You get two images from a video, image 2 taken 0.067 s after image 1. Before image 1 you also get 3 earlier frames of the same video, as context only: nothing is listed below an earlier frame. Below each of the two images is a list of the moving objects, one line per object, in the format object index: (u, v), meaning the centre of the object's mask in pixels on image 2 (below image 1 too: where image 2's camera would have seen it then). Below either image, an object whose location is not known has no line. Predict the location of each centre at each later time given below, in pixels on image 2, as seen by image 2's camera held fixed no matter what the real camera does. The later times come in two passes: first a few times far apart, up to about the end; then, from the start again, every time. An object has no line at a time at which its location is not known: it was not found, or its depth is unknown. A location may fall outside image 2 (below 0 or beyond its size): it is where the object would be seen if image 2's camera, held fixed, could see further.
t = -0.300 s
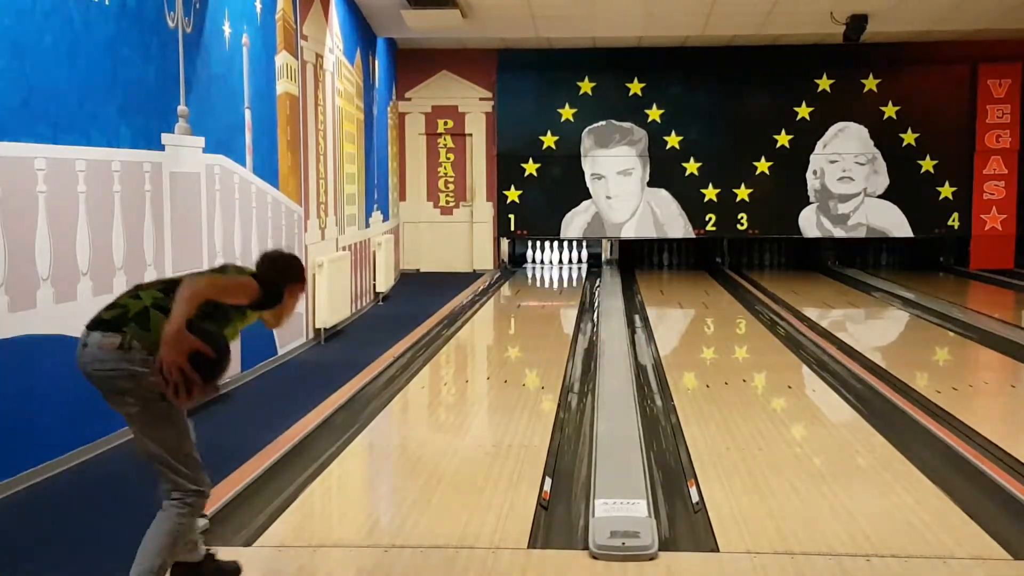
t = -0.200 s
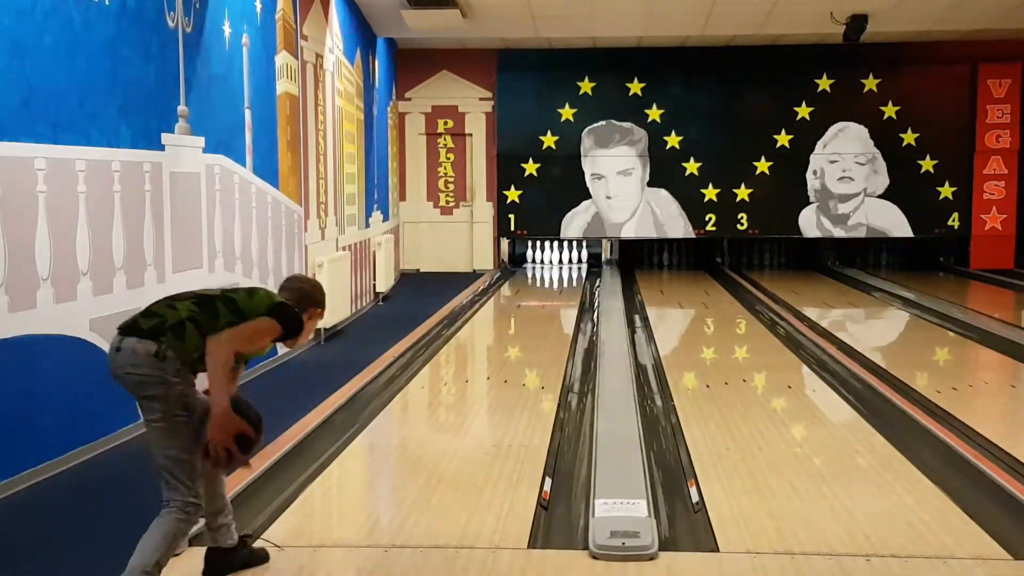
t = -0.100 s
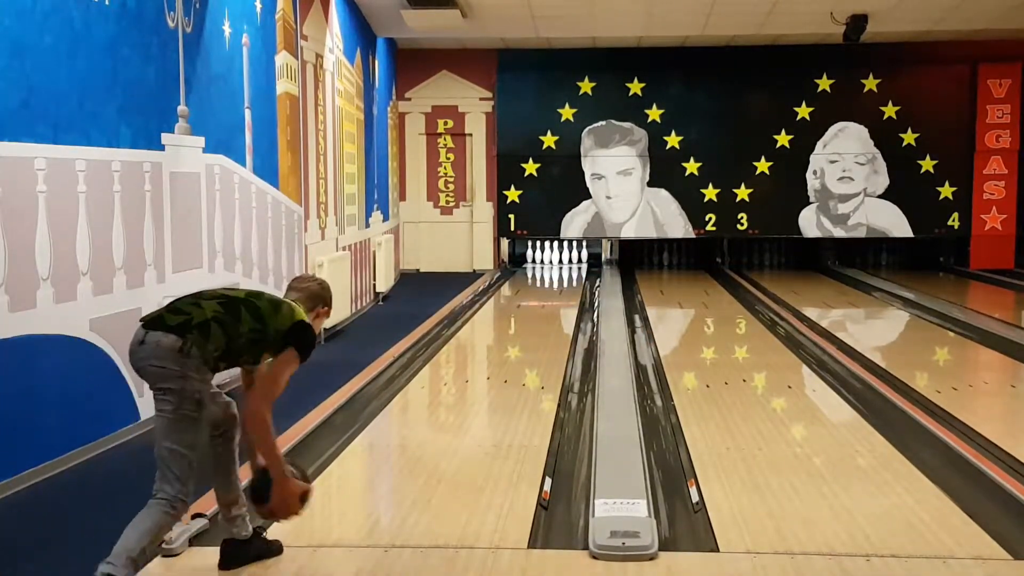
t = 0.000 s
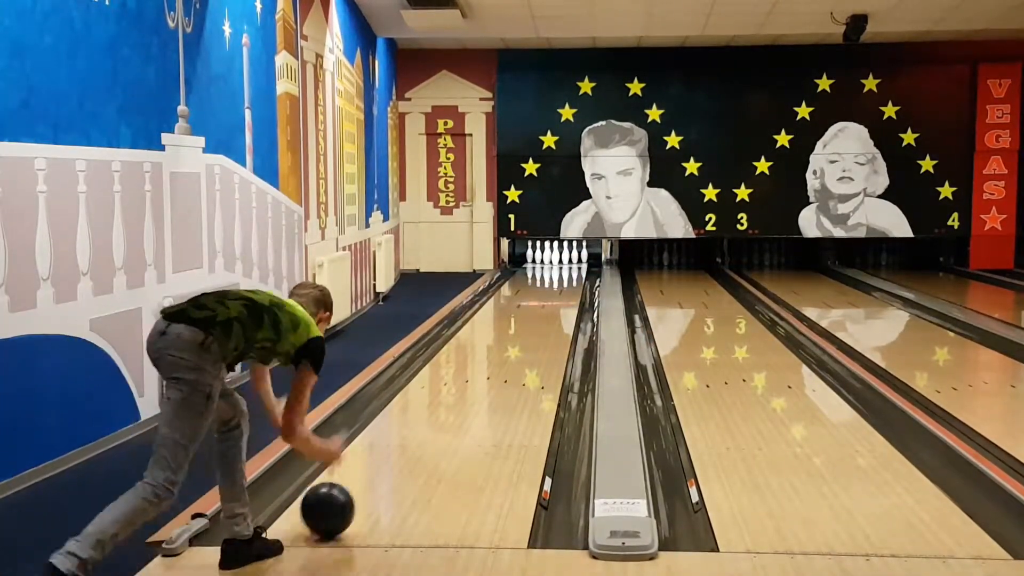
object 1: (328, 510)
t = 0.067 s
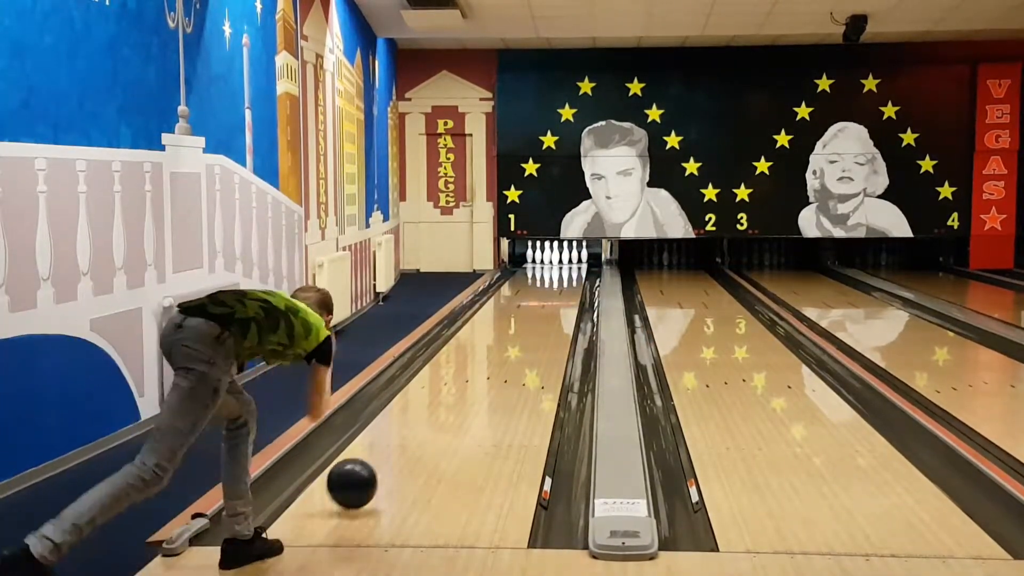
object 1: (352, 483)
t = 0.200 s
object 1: (392, 453)
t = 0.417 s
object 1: (441, 410)
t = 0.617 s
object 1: (473, 381)
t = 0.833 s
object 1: (499, 357)
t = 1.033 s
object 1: (517, 339)
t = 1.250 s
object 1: (532, 324)
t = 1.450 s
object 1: (544, 312)
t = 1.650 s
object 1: (552, 303)
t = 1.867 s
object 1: (560, 293)
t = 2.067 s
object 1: (564, 286)
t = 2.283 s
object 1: (566, 280)
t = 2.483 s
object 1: (566, 274)
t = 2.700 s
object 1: (564, 270)
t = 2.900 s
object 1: (564, 265)
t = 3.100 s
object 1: (563, 262)
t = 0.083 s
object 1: (358, 479)
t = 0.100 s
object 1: (363, 475)
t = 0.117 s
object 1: (368, 472)
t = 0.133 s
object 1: (374, 469)
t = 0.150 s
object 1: (378, 465)
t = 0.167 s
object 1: (383, 461)
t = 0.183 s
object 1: (388, 456)
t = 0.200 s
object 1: (392, 453)
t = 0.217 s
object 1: (396, 449)
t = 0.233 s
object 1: (401, 445)
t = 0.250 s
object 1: (405, 441)
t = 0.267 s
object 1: (409, 438)
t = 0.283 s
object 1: (413, 435)
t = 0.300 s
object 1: (417, 431)
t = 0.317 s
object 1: (420, 428)
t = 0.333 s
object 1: (424, 425)
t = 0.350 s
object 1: (428, 421)
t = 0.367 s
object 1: (431, 418)
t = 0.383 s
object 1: (435, 415)
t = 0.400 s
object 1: (438, 413)
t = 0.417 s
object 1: (441, 410)
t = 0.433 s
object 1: (444, 407)
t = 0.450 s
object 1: (447, 404)
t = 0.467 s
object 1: (450, 402)
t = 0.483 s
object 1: (453, 399)
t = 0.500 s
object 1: (455, 397)
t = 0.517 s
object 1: (458, 394)
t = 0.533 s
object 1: (461, 392)
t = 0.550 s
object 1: (463, 390)
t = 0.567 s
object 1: (466, 387)
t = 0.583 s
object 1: (468, 385)
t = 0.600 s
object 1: (470, 383)
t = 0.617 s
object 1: (473, 381)
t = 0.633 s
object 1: (475, 378)
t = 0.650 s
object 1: (477, 376)
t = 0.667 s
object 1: (479, 375)
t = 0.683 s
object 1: (482, 373)
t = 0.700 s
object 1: (484, 371)
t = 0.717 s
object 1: (486, 369)
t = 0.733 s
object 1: (488, 367)
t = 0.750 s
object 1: (490, 365)
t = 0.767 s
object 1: (492, 363)
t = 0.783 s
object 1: (493, 362)
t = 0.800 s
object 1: (495, 360)
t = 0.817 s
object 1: (497, 359)
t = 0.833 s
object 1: (499, 357)
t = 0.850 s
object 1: (500, 355)
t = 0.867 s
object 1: (502, 354)
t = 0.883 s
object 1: (504, 352)
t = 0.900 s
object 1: (505, 351)
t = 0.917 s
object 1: (507, 349)
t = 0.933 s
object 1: (508, 348)
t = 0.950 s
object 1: (510, 346)
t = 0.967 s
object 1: (511, 345)
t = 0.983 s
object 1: (513, 343)
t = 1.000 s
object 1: (514, 342)
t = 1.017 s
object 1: (516, 340)
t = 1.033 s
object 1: (517, 339)
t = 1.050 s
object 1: (518, 338)
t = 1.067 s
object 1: (520, 337)
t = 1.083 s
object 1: (521, 335)
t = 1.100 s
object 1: (522, 334)
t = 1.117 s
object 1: (523, 333)
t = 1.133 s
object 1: (525, 332)
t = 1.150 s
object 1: (526, 331)
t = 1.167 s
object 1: (527, 330)
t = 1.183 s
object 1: (528, 329)
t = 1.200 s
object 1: (529, 328)
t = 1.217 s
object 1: (530, 326)
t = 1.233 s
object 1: (531, 325)
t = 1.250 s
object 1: (532, 324)
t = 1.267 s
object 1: (534, 323)
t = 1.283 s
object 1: (535, 322)
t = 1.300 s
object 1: (536, 321)
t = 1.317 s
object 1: (537, 320)
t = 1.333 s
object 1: (538, 319)
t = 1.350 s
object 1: (538, 318)
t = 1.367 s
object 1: (539, 317)
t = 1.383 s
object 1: (540, 316)
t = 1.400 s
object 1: (541, 315)
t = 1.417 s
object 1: (542, 314)
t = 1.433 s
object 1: (543, 313)
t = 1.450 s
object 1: (544, 312)
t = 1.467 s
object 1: (545, 312)
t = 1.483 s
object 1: (545, 311)
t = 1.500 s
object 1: (546, 310)
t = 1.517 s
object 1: (547, 309)
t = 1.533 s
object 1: (547, 308)
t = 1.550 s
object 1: (548, 307)
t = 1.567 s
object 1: (549, 306)
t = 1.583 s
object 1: (550, 306)
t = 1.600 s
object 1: (550, 305)
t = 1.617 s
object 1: (551, 304)
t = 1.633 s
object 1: (552, 303)
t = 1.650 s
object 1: (552, 303)
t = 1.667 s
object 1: (553, 302)
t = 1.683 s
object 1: (554, 301)
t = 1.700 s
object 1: (554, 300)
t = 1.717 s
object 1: (555, 299)
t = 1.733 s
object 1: (556, 299)
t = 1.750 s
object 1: (556, 298)
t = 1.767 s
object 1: (557, 298)
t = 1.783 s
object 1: (557, 297)
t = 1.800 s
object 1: (558, 296)
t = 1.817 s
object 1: (558, 295)
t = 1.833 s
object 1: (559, 295)
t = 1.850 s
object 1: (559, 294)
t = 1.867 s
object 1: (560, 293)
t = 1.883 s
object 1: (560, 293)
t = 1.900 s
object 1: (561, 292)
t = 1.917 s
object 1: (561, 292)
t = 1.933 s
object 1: (562, 291)
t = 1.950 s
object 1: (562, 291)
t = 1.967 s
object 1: (562, 290)
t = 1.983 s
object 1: (563, 289)
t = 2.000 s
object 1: (563, 289)
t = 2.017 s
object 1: (564, 288)
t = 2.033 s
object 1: (564, 288)
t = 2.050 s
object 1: (564, 287)
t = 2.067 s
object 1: (564, 286)
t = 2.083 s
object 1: (564, 286)
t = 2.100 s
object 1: (565, 286)
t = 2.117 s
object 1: (565, 285)
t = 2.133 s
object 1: (565, 284)
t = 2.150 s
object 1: (565, 284)
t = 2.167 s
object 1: (565, 283)
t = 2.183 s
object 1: (566, 283)
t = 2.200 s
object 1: (566, 282)
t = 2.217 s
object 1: (566, 282)
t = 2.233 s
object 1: (566, 281)
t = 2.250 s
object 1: (566, 281)
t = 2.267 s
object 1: (566, 280)
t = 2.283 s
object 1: (566, 280)
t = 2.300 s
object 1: (566, 279)
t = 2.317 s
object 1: (566, 279)
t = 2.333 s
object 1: (566, 278)
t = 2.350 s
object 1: (566, 278)
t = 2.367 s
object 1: (566, 277)
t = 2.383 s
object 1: (566, 277)
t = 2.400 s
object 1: (566, 277)
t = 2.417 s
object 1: (566, 276)
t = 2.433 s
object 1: (566, 276)
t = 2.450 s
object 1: (566, 275)
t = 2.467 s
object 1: (566, 275)
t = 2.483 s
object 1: (566, 274)
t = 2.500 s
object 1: (566, 274)
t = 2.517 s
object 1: (565, 273)
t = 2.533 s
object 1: (565, 273)
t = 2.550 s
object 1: (565, 273)
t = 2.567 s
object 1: (565, 272)
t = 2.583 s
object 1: (565, 272)
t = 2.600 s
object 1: (565, 272)
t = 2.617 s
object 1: (565, 271)
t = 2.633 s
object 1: (565, 271)
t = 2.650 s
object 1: (565, 271)
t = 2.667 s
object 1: (565, 270)
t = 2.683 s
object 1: (564, 270)
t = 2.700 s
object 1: (564, 270)
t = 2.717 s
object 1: (564, 269)
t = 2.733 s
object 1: (564, 269)
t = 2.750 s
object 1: (564, 269)
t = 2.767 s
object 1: (564, 268)
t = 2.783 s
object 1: (564, 268)
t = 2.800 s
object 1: (564, 268)
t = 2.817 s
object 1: (564, 267)
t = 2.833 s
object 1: (564, 267)
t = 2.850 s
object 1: (564, 266)
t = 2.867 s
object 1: (564, 266)
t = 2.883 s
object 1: (564, 266)
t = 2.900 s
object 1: (564, 265)
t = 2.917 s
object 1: (564, 265)
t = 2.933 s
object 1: (564, 265)
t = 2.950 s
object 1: (564, 264)
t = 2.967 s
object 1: (564, 264)
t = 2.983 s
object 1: (563, 264)
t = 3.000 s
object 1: (563, 263)
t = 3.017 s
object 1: (563, 263)
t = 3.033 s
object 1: (563, 263)
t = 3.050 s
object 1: (563, 263)
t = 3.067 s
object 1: (563, 262)
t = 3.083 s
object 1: (563, 262)
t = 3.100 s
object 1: (563, 262)
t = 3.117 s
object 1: (563, 261)
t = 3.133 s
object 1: (563, 261)
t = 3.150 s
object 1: (563, 261)
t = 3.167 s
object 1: (563, 260)
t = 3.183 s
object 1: (562, 260)
